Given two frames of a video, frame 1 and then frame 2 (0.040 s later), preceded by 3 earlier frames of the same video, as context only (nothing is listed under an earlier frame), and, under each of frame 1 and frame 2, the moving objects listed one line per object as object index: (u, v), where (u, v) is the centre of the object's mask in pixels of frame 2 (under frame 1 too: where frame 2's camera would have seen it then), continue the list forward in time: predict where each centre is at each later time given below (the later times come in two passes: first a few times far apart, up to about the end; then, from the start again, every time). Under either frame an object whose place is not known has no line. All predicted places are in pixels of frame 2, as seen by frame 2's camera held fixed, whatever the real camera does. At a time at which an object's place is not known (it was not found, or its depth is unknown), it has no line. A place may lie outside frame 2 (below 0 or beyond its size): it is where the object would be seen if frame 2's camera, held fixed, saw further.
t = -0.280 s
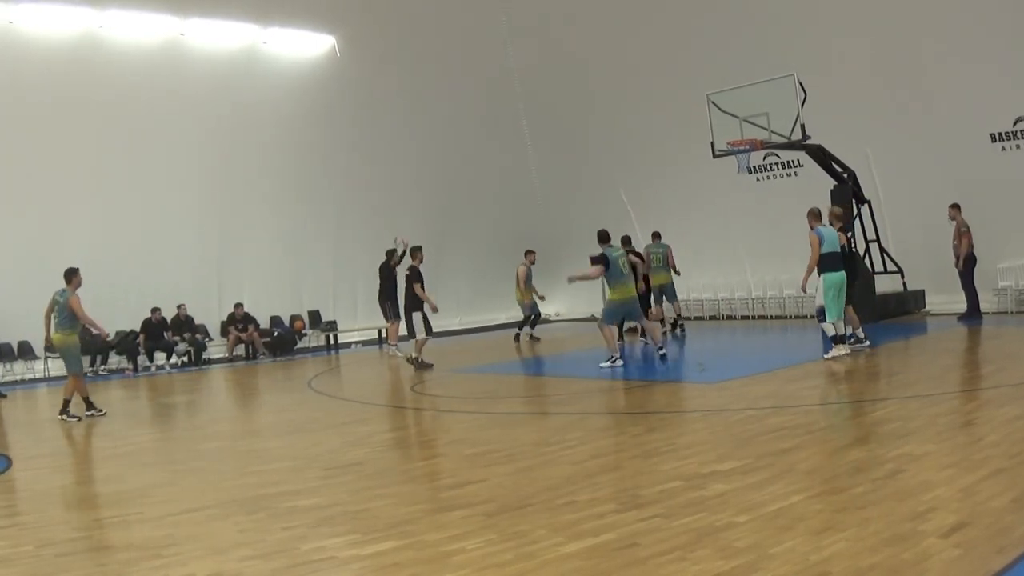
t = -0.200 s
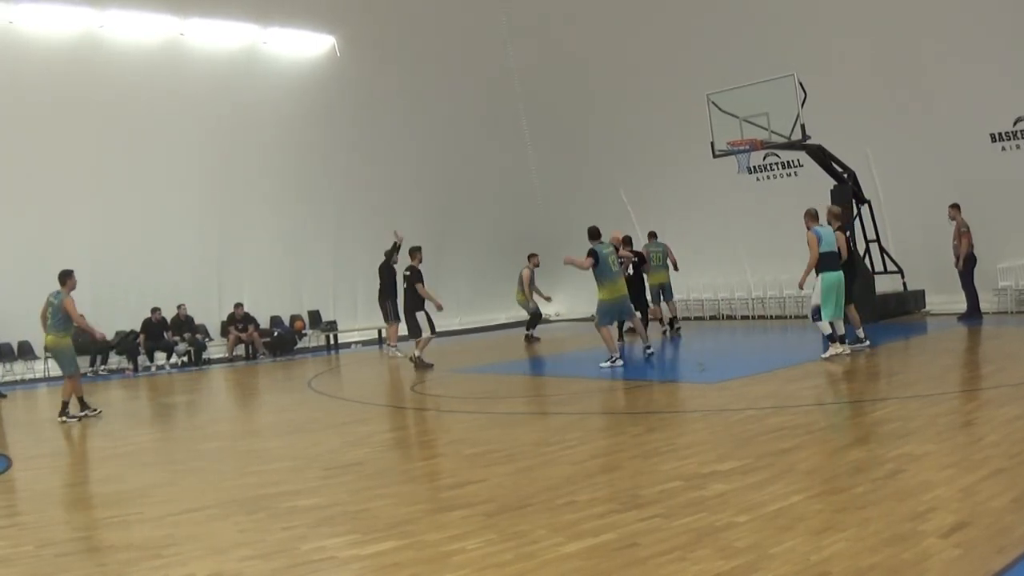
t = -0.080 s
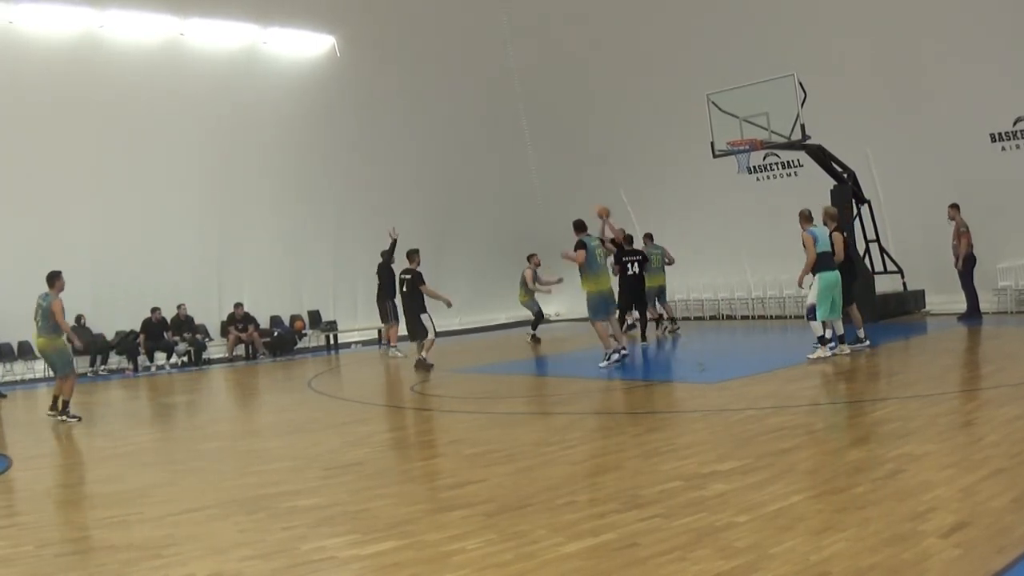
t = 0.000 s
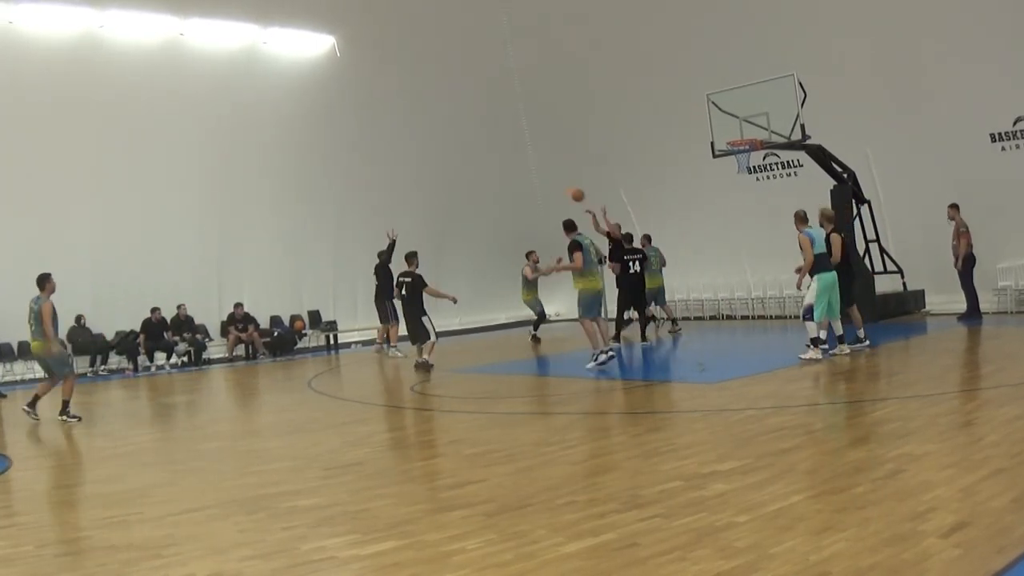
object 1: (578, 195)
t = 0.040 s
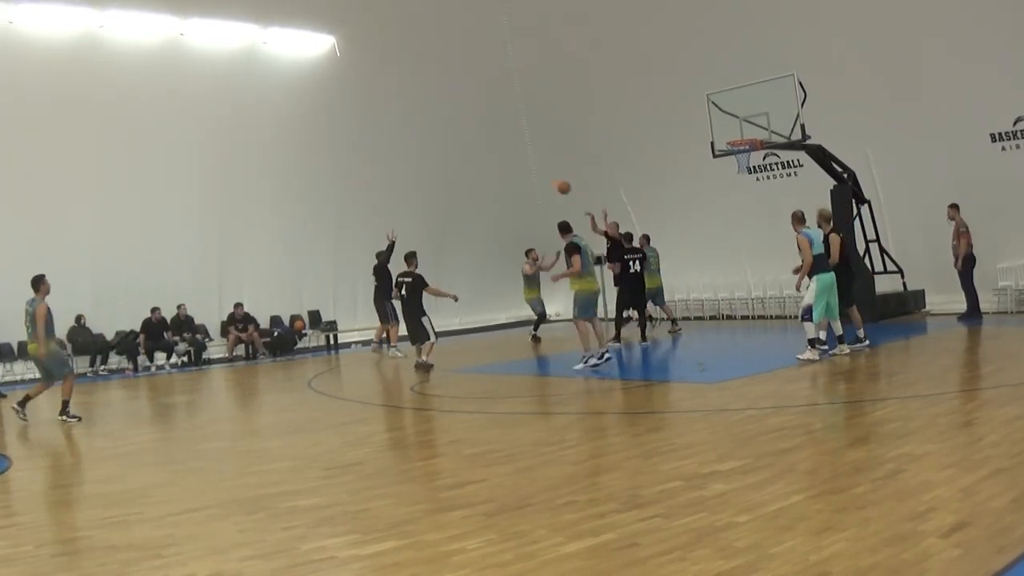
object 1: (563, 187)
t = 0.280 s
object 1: (481, 160)
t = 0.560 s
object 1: (382, 166)
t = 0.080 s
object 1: (549, 180)
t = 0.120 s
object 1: (535, 175)
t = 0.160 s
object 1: (521, 169)
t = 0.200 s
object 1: (507, 165)
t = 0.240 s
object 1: (493, 162)
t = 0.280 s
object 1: (481, 160)
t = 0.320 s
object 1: (466, 158)
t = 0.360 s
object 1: (452, 157)
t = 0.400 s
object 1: (438, 157)
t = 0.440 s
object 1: (424, 159)
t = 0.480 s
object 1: (410, 160)
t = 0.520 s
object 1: (396, 162)
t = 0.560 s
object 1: (382, 166)
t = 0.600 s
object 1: (369, 170)
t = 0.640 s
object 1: (358, 175)
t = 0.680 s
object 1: (348, 181)
